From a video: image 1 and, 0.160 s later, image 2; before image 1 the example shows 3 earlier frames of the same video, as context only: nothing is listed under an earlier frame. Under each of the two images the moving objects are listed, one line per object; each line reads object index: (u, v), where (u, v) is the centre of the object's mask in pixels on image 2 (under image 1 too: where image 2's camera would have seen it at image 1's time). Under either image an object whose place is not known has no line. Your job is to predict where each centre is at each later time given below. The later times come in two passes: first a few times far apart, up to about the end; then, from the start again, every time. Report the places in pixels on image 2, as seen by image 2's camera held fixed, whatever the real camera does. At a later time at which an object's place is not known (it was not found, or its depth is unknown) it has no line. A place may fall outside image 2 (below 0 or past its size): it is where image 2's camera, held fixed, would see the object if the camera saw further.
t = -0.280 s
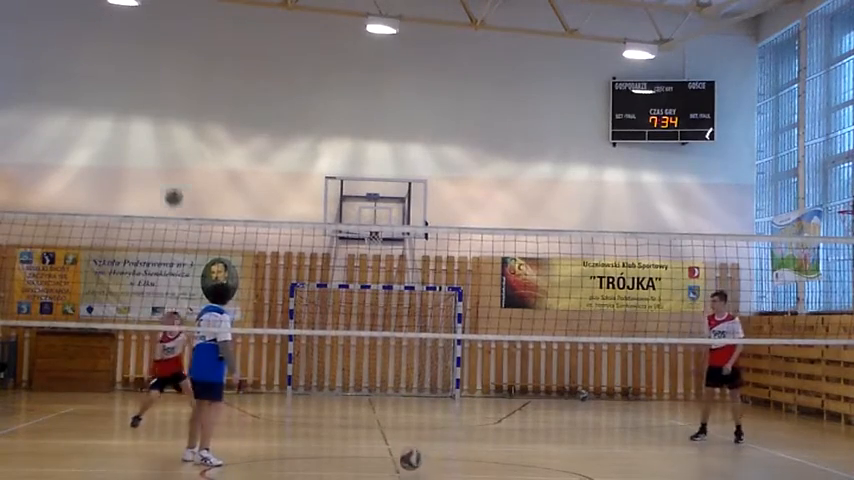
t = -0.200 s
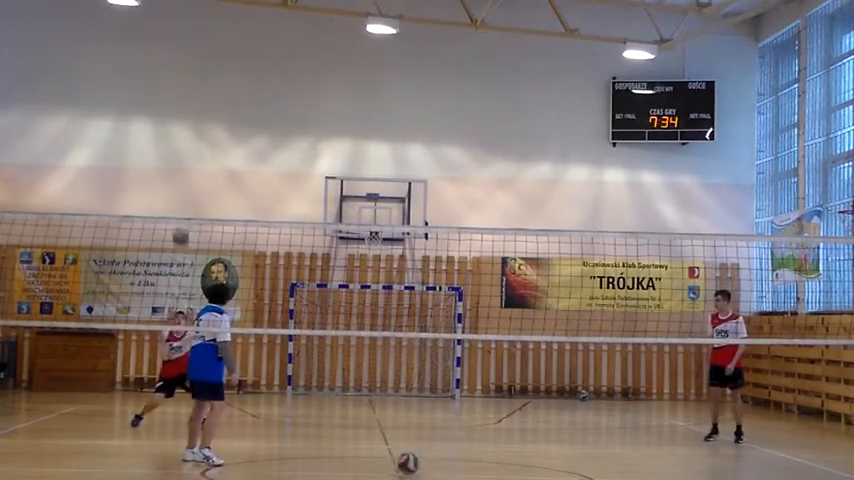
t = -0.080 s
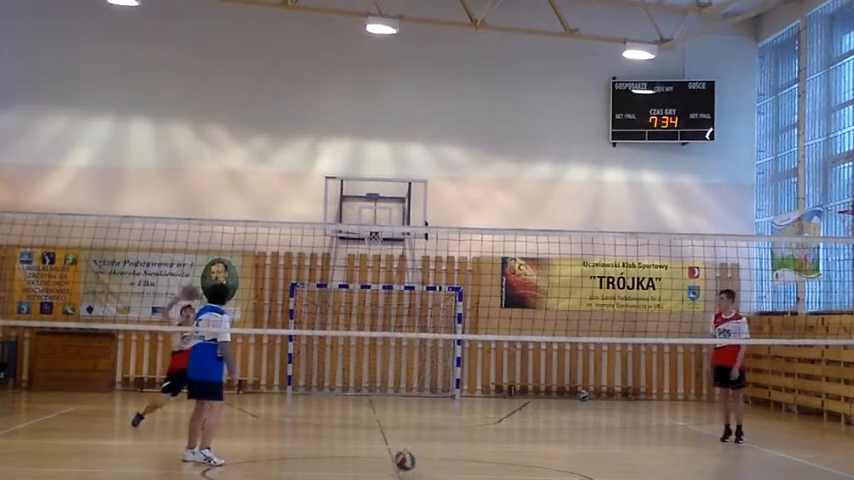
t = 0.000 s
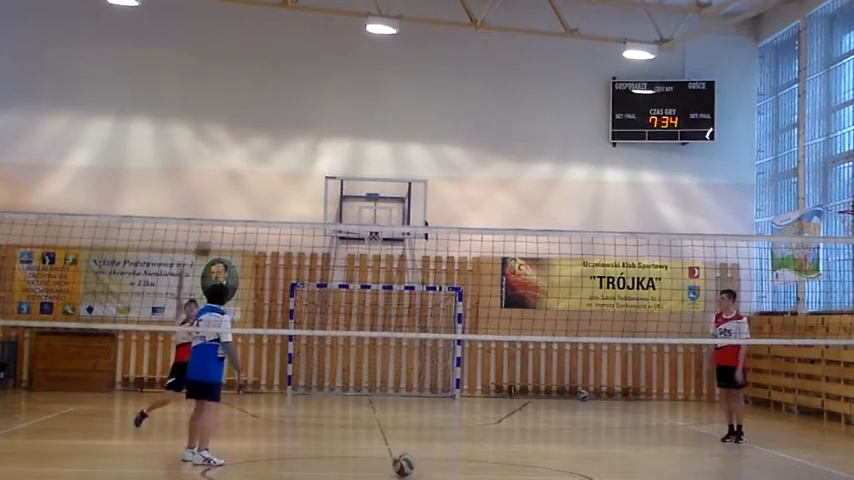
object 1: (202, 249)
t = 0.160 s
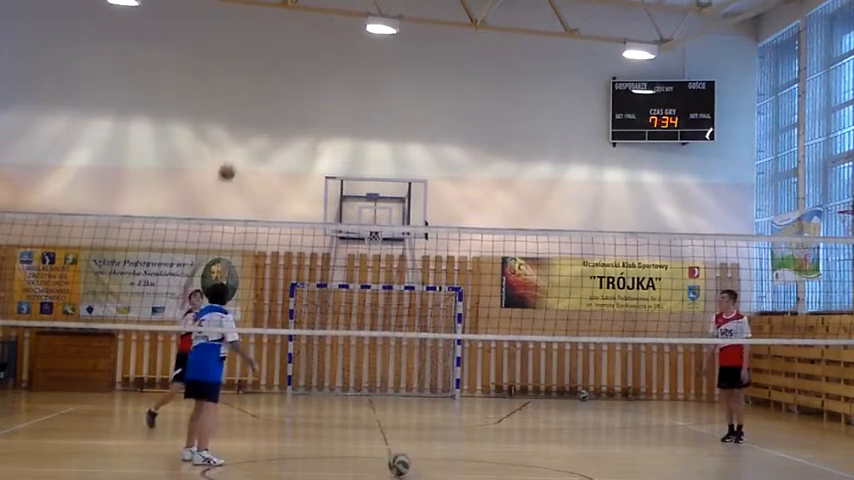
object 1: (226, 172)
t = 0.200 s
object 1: (232, 156)
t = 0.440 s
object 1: (267, 85)
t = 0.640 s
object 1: (296, 60)
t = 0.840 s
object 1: (324, 67)
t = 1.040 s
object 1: (352, 111)
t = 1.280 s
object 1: (384, 214)
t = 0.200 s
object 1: (232, 156)
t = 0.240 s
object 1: (238, 141)
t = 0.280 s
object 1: (243, 128)
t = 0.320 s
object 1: (249, 116)
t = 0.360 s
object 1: (256, 104)
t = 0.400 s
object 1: (261, 94)
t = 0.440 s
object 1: (267, 85)
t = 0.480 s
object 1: (272, 78)
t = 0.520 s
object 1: (279, 71)
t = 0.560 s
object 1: (284, 66)
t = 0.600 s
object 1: (290, 62)
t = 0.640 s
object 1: (296, 60)
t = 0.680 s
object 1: (301, 59)
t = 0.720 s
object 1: (306, 59)
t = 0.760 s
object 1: (311, 61)
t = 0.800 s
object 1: (318, 64)
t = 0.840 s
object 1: (324, 67)
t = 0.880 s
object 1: (330, 73)
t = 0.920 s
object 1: (335, 80)
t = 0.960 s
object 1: (340, 89)
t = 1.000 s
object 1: (347, 99)
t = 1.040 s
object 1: (352, 111)
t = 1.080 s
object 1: (357, 124)
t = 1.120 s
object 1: (363, 139)
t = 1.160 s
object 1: (368, 155)
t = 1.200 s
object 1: (374, 173)
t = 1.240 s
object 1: (378, 192)
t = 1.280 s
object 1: (384, 214)
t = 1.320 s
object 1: (390, 238)
